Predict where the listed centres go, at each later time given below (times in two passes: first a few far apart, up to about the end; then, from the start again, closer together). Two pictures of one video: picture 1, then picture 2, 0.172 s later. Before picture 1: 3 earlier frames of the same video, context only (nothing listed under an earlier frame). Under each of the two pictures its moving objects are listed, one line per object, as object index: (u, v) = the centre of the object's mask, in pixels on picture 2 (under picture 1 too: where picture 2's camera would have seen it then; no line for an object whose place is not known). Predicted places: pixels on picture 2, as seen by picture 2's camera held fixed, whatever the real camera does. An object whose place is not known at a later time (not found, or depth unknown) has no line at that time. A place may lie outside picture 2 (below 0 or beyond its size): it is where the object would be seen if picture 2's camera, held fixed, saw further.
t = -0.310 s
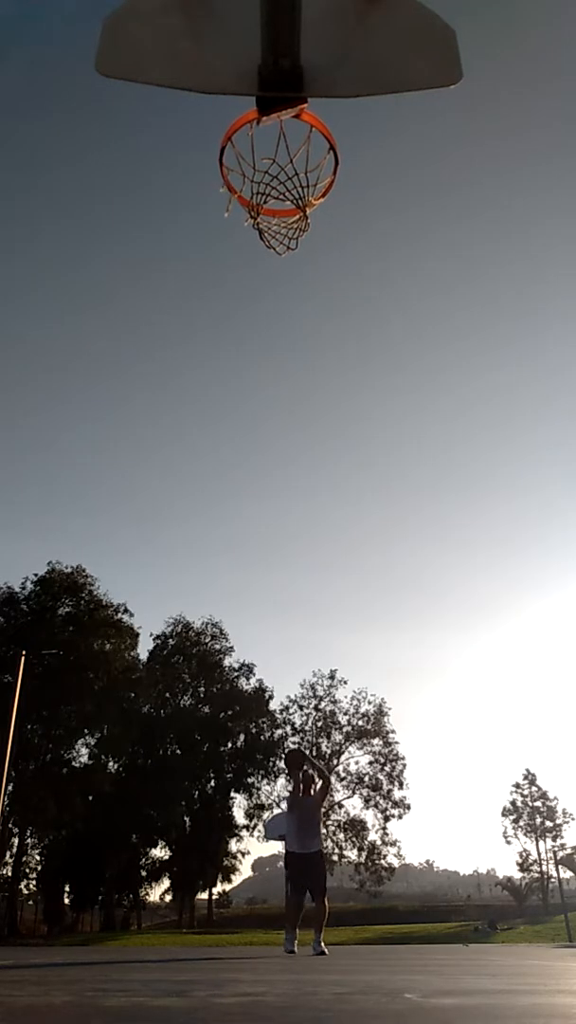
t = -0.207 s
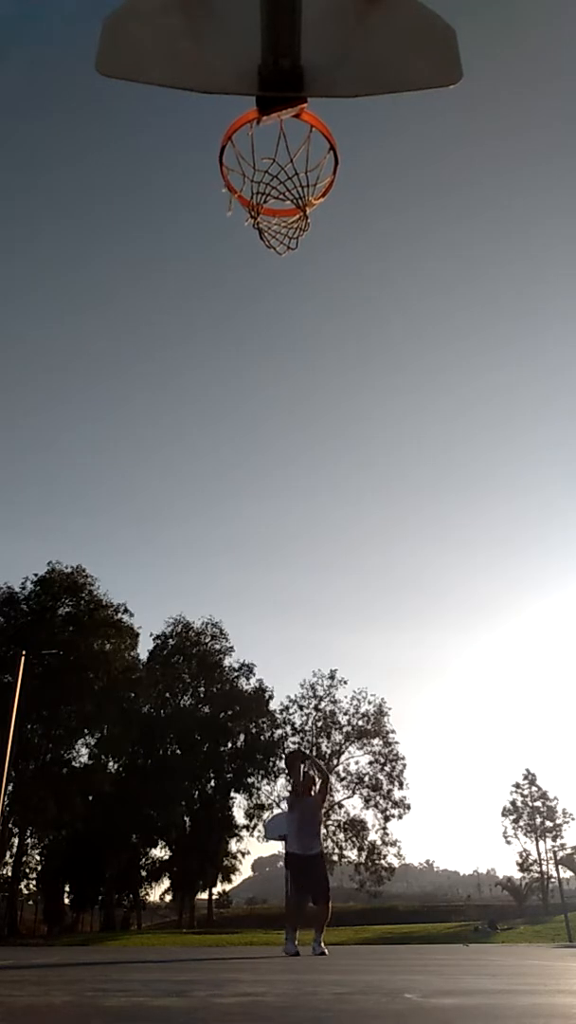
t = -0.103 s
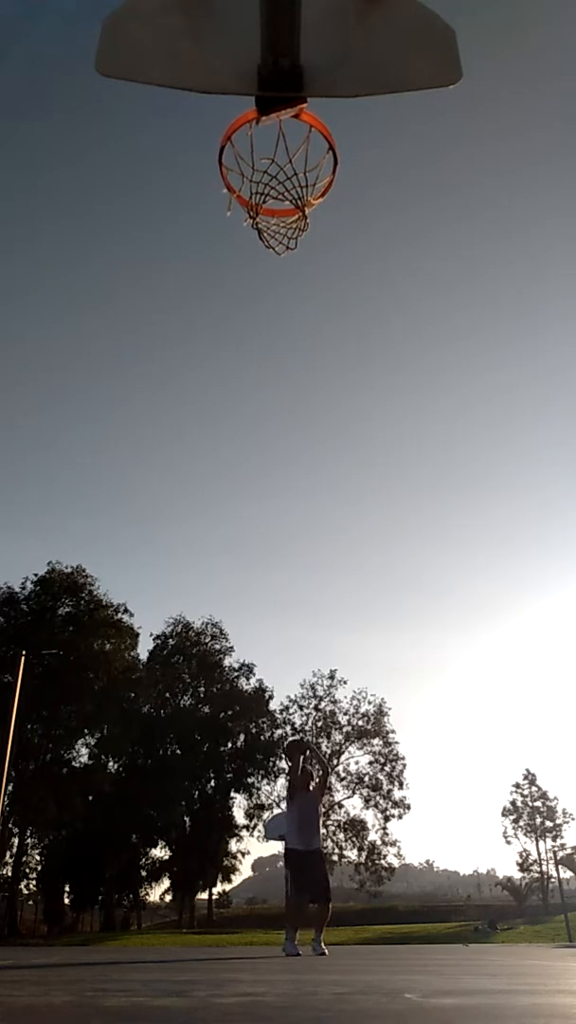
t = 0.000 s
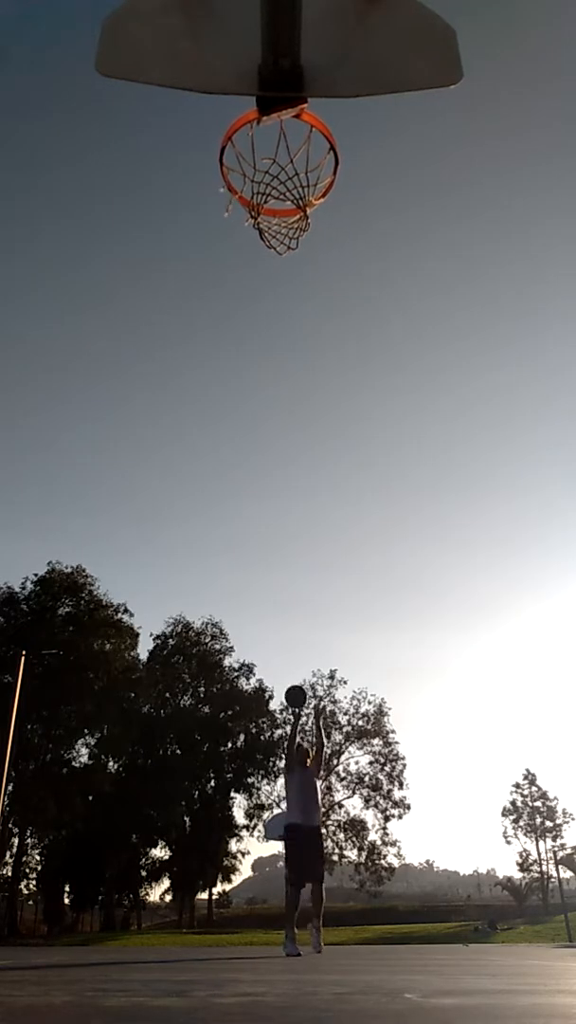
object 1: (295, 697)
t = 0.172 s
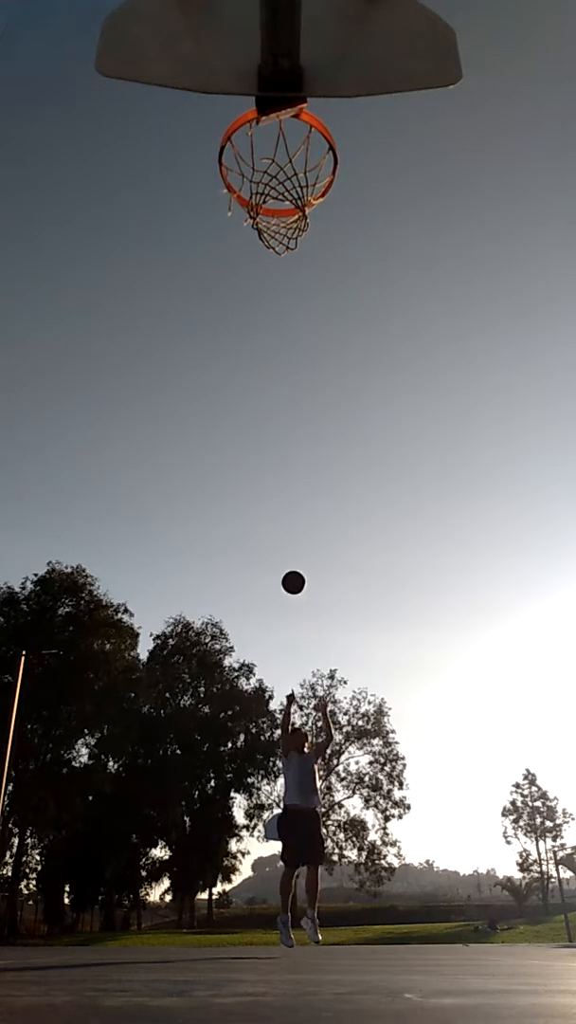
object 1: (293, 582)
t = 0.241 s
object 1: (292, 542)
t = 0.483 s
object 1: (289, 419)
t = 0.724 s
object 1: (283, 321)
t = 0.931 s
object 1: (274, 252)
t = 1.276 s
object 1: (227, 242)
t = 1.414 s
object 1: (184, 304)
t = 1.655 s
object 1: (125, 432)
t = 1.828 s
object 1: (79, 564)
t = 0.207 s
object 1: (293, 561)
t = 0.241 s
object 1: (292, 542)
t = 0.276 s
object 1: (292, 522)
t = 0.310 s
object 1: (291, 504)
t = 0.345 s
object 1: (291, 486)
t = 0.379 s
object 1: (290, 468)
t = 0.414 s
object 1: (290, 451)
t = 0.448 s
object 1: (289, 435)
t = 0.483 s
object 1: (289, 419)
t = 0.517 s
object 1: (288, 403)
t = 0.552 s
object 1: (287, 388)
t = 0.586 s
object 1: (286, 374)
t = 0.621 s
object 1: (285, 360)
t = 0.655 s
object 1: (285, 347)
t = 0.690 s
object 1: (284, 334)
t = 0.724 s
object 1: (283, 321)
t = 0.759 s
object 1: (282, 309)
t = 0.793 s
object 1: (281, 297)
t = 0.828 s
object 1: (280, 286)
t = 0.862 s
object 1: (278, 275)
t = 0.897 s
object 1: (275, 259)
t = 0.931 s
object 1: (274, 252)
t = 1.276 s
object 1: (227, 242)
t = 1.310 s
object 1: (215, 256)
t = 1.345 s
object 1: (204, 272)
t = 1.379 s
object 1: (194, 288)
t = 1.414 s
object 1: (184, 304)
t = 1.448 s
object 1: (175, 321)
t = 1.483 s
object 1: (166, 338)
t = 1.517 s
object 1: (157, 355)
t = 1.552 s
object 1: (149, 374)
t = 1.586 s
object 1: (141, 392)
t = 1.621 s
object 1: (133, 412)
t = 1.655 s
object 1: (125, 432)
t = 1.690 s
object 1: (118, 452)
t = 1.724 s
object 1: (110, 473)
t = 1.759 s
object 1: (103, 495)
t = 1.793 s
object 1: (95, 517)
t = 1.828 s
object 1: (79, 564)
